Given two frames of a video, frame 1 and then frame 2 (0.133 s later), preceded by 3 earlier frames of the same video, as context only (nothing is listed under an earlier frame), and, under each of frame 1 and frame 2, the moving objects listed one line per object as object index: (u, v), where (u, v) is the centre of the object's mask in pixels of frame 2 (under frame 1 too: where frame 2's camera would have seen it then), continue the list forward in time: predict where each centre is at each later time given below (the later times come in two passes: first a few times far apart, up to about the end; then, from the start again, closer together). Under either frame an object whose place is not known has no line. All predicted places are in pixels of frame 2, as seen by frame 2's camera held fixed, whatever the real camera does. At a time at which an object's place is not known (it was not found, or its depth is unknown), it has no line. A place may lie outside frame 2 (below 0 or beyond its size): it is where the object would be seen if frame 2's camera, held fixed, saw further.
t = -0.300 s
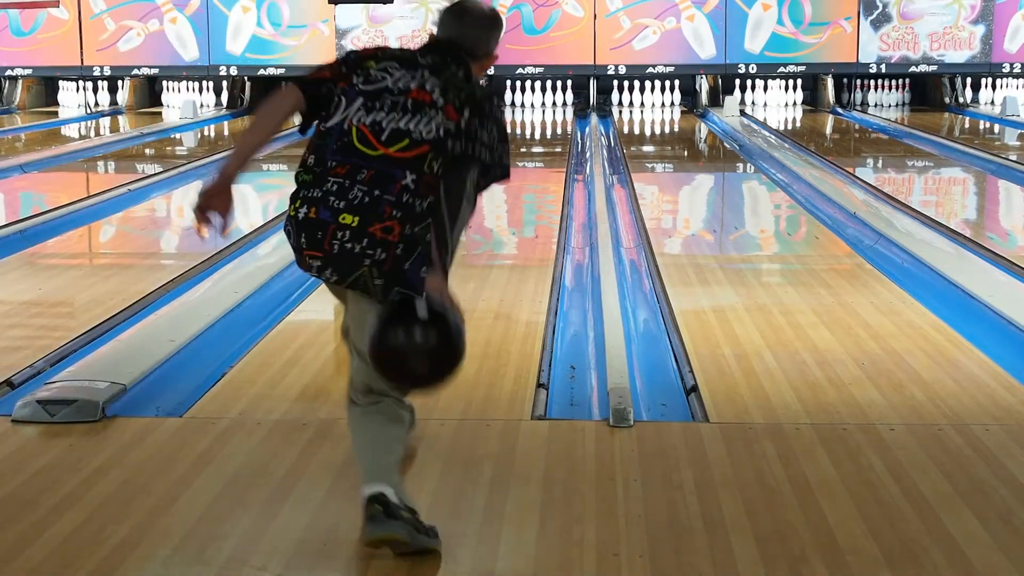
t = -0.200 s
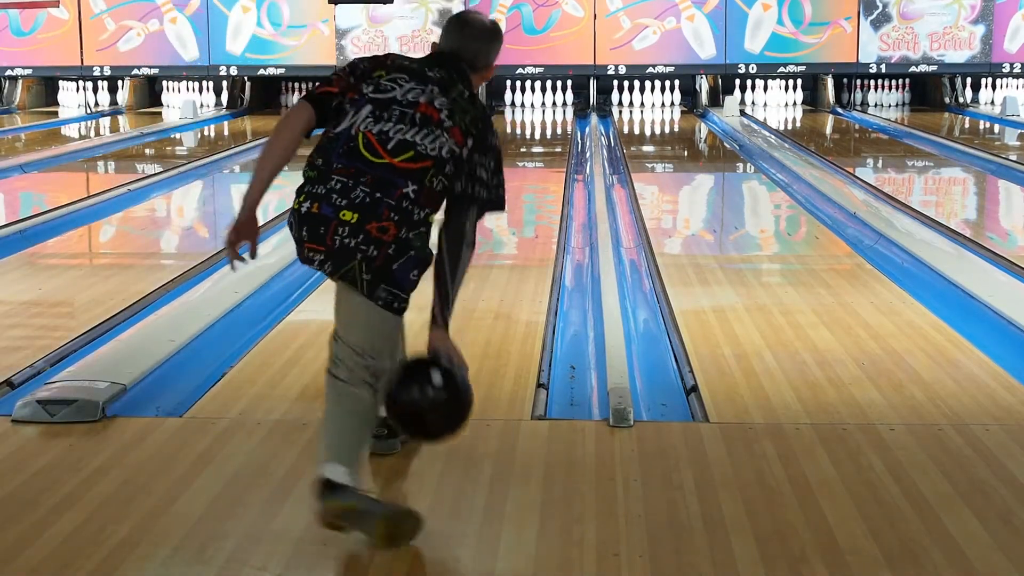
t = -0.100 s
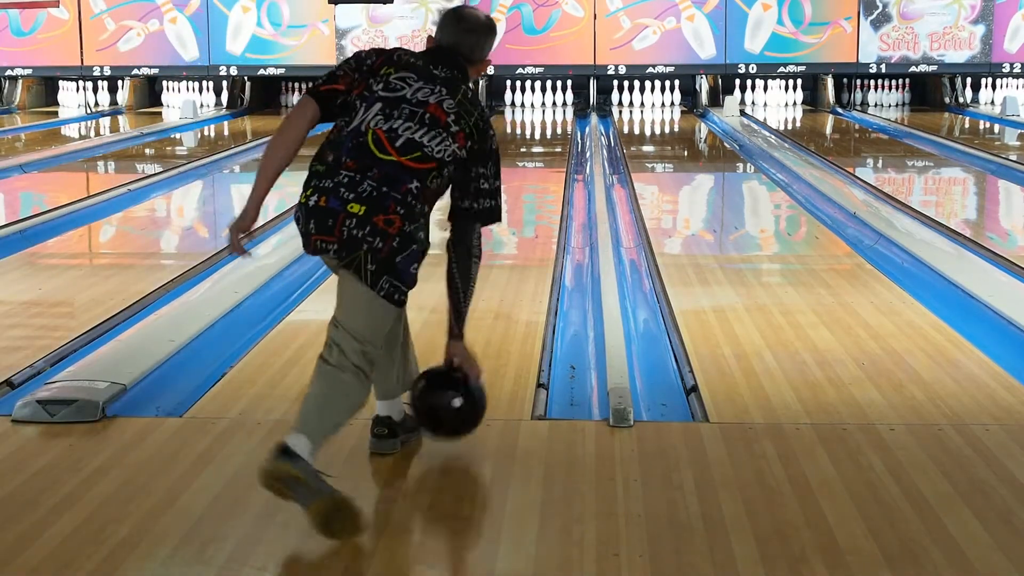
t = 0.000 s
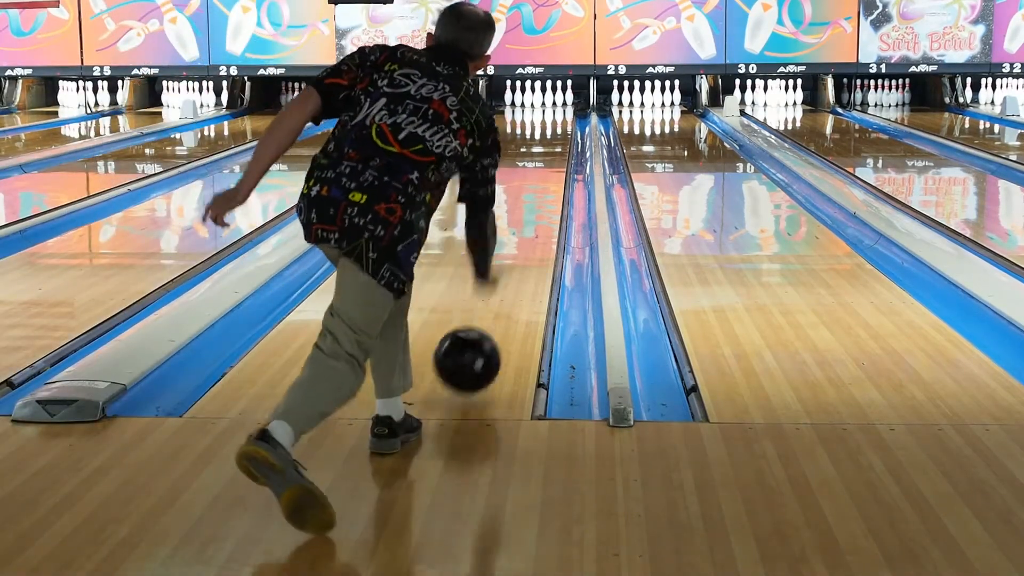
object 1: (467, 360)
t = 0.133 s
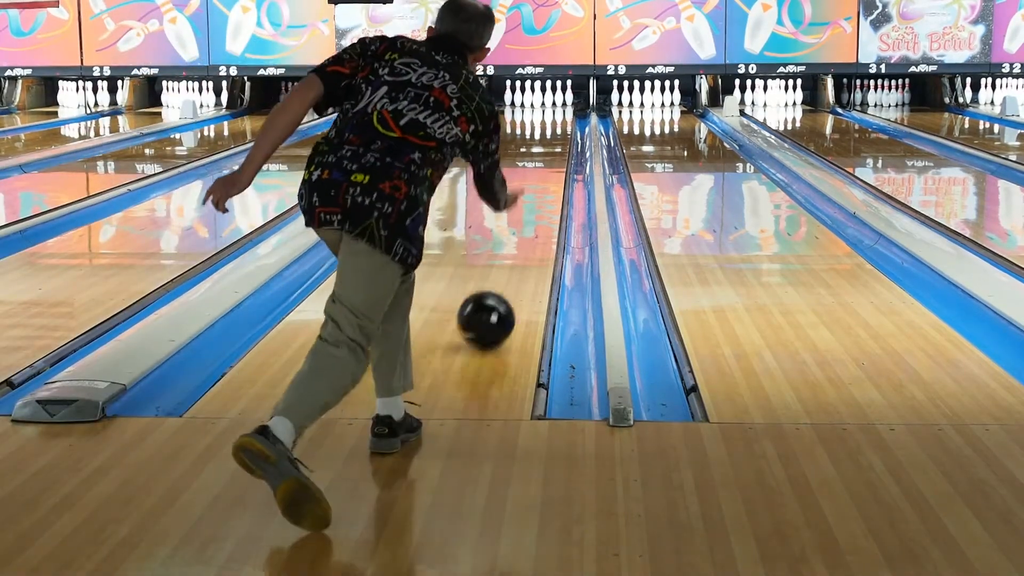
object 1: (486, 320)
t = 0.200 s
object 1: (494, 301)
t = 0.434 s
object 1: (514, 252)
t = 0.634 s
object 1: (526, 222)
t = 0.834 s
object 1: (533, 199)
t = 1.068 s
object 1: (539, 179)
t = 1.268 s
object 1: (542, 164)
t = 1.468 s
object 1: (545, 153)
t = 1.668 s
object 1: (546, 144)
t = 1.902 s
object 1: (548, 134)
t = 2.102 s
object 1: (548, 127)
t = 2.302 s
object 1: (548, 122)
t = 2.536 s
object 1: (548, 116)
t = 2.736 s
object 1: (547, 111)
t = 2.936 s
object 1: (545, 107)
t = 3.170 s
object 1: (542, 103)
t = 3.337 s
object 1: (542, 101)
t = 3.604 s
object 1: (544, 99)
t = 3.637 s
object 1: (543, 99)
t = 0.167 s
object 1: (490, 310)
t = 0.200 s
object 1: (494, 301)
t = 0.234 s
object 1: (497, 293)
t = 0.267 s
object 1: (501, 285)
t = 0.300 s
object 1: (504, 277)
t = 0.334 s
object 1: (507, 270)
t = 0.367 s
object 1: (509, 264)
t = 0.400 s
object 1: (512, 258)
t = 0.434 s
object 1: (514, 252)
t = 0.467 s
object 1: (517, 246)
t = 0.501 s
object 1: (519, 241)
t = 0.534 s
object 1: (521, 236)
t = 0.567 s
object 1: (523, 231)
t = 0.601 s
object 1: (524, 226)
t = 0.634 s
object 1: (526, 222)
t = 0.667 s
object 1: (527, 217)
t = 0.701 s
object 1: (529, 214)
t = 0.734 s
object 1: (530, 210)
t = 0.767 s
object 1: (531, 206)
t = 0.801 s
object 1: (532, 203)
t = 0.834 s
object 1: (533, 199)
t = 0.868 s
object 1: (534, 196)
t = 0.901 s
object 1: (535, 193)
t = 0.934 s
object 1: (536, 190)
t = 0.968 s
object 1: (537, 187)
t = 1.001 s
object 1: (538, 185)
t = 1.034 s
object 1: (539, 182)
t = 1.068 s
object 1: (539, 179)
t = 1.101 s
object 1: (540, 176)
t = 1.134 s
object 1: (540, 174)
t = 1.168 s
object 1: (541, 171)
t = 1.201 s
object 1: (541, 169)
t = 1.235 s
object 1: (542, 166)
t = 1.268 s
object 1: (542, 164)
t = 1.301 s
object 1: (543, 162)
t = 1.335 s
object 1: (543, 160)
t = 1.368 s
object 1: (544, 158)
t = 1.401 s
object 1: (544, 157)
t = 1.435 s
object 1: (544, 155)
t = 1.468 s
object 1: (545, 153)
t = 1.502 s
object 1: (545, 152)
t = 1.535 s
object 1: (545, 150)
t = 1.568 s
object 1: (546, 148)
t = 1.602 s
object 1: (546, 147)
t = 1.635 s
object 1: (546, 145)
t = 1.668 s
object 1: (546, 144)
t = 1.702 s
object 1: (547, 142)
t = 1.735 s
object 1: (547, 140)
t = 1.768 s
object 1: (547, 139)
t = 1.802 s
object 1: (547, 138)
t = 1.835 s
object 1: (547, 137)
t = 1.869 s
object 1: (547, 135)
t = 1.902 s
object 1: (548, 134)
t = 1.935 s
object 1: (548, 133)
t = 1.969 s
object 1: (548, 132)
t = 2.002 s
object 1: (548, 131)
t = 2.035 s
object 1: (548, 130)
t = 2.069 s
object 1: (548, 128)
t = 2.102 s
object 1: (548, 127)
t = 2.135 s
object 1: (548, 127)
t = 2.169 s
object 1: (548, 125)
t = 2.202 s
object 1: (548, 125)
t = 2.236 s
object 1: (548, 124)
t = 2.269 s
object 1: (549, 123)
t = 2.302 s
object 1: (548, 122)
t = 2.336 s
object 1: (548, 121)
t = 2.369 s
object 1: (548, 120)
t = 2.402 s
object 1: (548, 119)
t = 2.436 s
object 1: (548, 118)
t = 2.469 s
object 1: (548, 117)
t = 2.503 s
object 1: (548, 116)
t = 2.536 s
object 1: (548, 116)
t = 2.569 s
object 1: (548, 115)
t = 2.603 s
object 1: (547, 114)
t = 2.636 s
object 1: (548, 113)
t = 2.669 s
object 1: (547, 112)
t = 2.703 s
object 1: (547, 111)
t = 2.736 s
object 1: (547, 111)
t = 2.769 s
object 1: (547, 110)
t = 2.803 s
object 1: (547, 110)
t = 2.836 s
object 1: (546, 109)
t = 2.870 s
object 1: (546, 108)
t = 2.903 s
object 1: (546, 108)
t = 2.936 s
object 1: (545, 107)
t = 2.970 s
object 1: (545, 107)
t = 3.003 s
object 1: (545, 106)
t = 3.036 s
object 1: (544, 105)
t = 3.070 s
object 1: (544, 105)
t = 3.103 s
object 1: (543, 104)
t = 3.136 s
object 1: (543, 104)
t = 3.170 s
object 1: (542, 103)
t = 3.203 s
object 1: (542, 102)
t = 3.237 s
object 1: (541, 102)
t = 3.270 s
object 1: (541, 102)
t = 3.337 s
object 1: (542, 101)
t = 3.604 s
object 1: (544, 99)
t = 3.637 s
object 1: (543, 99)
